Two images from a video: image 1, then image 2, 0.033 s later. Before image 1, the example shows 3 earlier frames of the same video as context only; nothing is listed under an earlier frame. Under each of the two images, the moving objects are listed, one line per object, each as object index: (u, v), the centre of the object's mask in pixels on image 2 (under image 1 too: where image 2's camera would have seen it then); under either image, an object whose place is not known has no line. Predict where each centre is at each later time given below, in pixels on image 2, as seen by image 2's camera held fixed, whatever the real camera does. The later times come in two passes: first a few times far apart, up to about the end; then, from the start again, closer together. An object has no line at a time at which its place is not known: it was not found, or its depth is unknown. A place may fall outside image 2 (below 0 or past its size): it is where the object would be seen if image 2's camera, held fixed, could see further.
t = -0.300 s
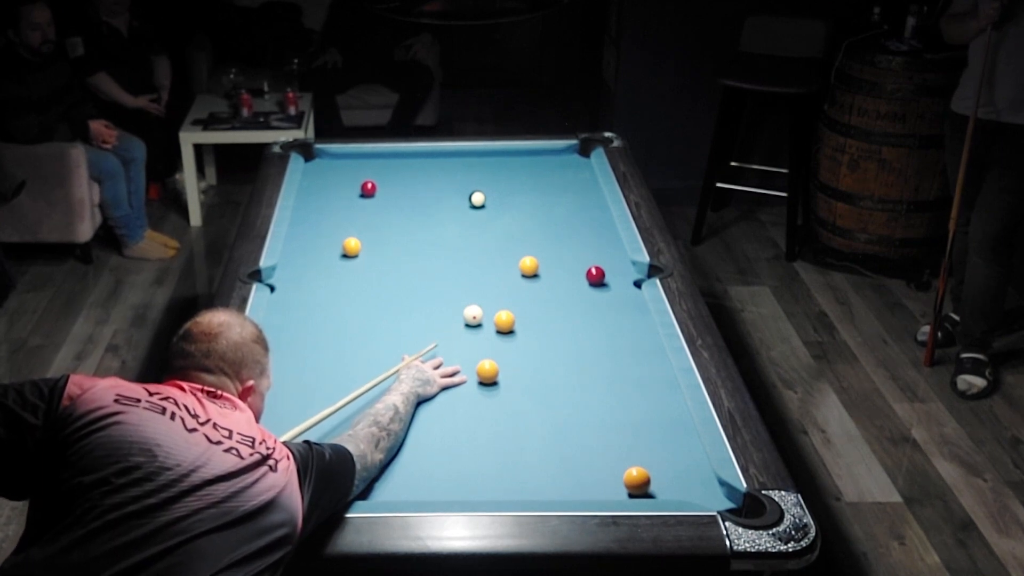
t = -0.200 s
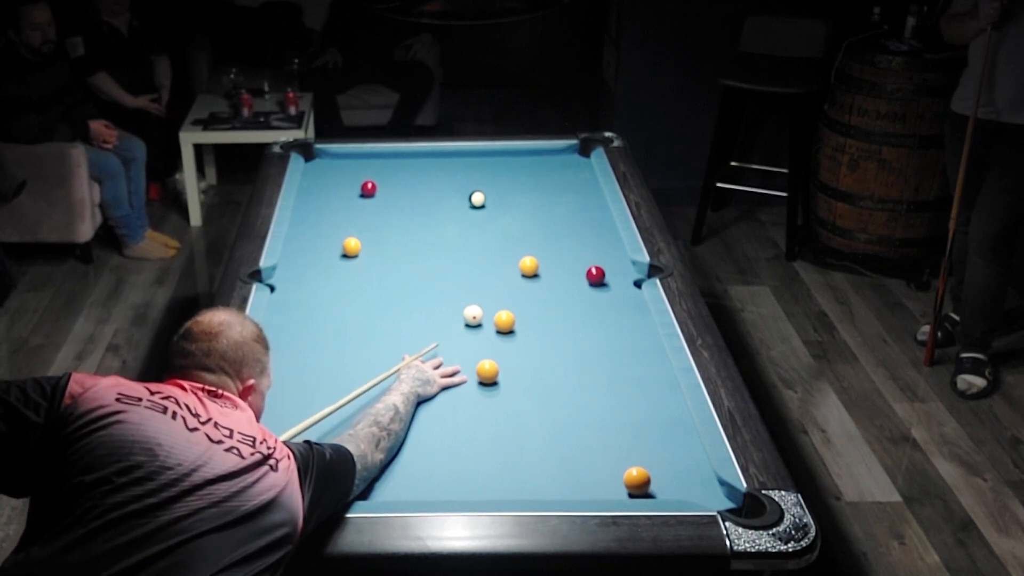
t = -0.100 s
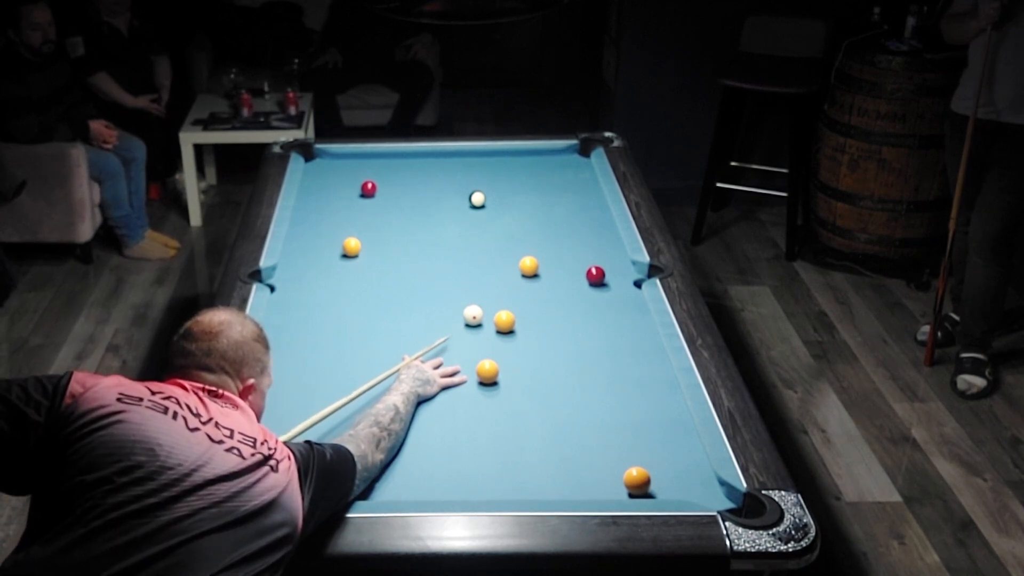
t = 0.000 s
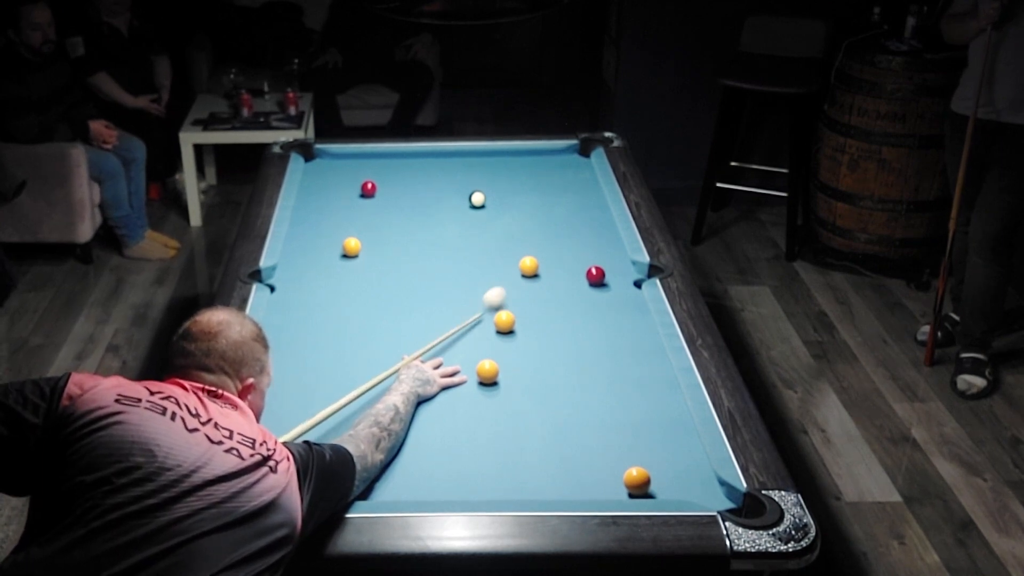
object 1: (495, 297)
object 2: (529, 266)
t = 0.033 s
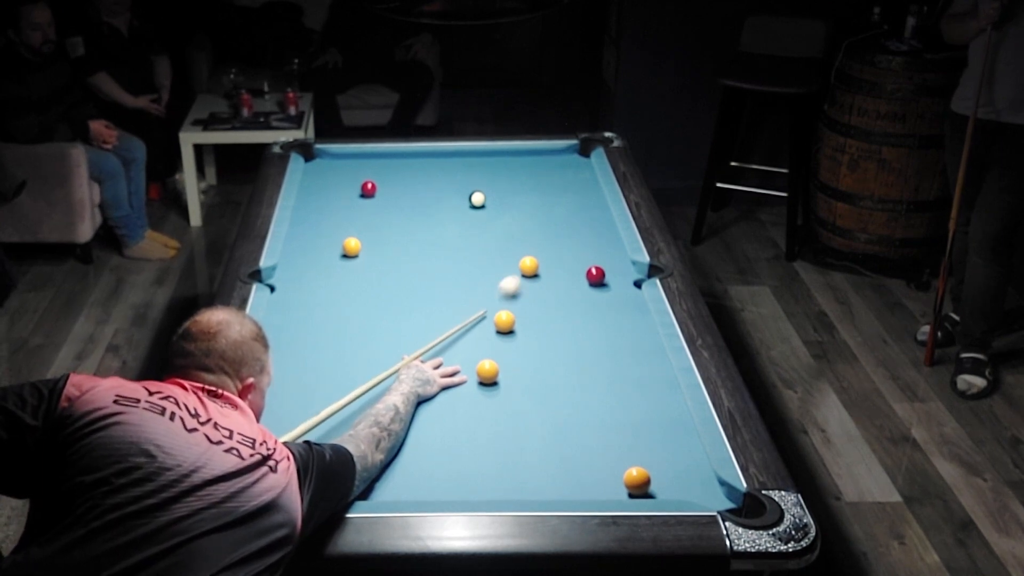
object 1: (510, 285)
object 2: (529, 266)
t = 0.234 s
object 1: (552, 284)
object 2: (548, 224)
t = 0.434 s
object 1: (579, 295)
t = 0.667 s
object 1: (612, 308)
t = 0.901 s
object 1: (643, 321)
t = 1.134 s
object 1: (630, 335)
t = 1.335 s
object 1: (620, 346)
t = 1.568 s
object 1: (607, 358)
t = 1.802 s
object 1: (596, 370)
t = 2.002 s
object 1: (586, 379)
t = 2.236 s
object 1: (576, 389)
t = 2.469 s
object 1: (567, 397)
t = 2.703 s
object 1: (559, 405)
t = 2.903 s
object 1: (553, 411)
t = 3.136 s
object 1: (548, 416)
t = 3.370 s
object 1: (543, 419)
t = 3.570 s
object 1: (541, 421)
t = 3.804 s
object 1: (538, 422)
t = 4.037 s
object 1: (538, 422)
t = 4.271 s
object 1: (538, 422)
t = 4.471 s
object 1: (538, 422)
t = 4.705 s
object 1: (538, 422)
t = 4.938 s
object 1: (538, 422)
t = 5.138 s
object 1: (538, 422)
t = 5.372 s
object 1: (538, 422)
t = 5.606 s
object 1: (538, 422)
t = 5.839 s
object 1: (538, 422)
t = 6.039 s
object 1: (538, 422)
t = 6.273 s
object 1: (538, 422)
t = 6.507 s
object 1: (538, 422)
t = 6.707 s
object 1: (538, 422)
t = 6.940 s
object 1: (538, 422)
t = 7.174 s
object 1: (538, 422)
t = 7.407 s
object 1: (538, 422)
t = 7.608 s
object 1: (538, 422)
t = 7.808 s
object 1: (538, 422)
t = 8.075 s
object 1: (538, 422)
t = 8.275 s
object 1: (538, 422)
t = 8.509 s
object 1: (538, 422)
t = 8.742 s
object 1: (538, 422)
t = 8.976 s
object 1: (538, 422)
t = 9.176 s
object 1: (538, 422)
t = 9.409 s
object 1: (538, 422)
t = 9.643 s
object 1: (538, 422)
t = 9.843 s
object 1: (538, 422)
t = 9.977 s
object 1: (538, 422)
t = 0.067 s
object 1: (523, 276)
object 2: (530, 263)
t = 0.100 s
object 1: (531, 276)
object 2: (533, 256)
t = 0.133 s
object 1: (537, 278)
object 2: (537, 247)
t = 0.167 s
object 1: (542, 280)
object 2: (541, 239)
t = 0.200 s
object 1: (546, 282)
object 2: (545, 231)
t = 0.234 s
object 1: (552, 284)
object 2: (548, 224)
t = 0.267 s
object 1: (556, 286)
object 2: (551, 218)
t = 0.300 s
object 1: (561, 287)
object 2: (554, 212)
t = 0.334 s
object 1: (566, 289)
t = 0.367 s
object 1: (570, 291)
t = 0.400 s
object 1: (575, 293)
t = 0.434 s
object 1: (579, 295)
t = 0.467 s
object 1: (584, 297)
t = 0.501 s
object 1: (589, 299)
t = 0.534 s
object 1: (593, 300)
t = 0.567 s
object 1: (598, 302)
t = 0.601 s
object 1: (602, 304)
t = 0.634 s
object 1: (607, 306)
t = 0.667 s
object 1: (612, 308)
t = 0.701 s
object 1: (616, 310)
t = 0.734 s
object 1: (621, 312)
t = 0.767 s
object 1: (626, 313)
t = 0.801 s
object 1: (630, 315)
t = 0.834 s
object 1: (634, 317)
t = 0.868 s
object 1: (639, 319)
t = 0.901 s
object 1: (643, 321)
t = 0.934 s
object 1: (641, 323)
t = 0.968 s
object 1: (639, 325)
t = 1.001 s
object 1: (637, 326)
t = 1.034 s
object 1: (635, 329)
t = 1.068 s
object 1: (634, 331)
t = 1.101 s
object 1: (632, 332)
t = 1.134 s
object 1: (630, 335)
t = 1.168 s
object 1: (629, 336)
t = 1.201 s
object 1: (627, 338)
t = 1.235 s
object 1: (625, 340)
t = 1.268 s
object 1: (623, 342)
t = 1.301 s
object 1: (621, 344)
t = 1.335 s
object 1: (620, 346)
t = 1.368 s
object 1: (618, 348)
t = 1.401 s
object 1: (616, 350)
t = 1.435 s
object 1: (614, 351)
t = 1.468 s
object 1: (613, 353)
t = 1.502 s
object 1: (611, 355)
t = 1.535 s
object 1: (609, 356)
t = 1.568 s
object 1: (607, 358)
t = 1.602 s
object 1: (605, 360)
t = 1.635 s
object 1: (604, 362)
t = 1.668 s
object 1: (602, 363)
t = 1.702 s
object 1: (601, 365)
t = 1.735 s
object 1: (599, 367)
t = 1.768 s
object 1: (597, 368)
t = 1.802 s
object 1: (596, 370)
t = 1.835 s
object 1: (594, 371)
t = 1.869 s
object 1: (592, 373)
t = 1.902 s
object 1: (591, 374)
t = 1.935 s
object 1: (589, 376)
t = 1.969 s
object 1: (588, 377)
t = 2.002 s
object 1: (586, 379)
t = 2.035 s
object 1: (585, 380)
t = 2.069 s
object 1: (584, 382)
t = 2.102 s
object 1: (582, 383)
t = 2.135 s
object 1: (581, 385)
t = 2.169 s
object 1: (579, 386)
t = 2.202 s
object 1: (578, 387)
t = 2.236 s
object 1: (576, 389)
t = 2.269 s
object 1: (575, 390)
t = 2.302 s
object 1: (574, 391)
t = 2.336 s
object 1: (572, 392)
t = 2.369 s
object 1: (571, 394)
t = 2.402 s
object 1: (570, 395)
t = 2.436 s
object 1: (569, 396)
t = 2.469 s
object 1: (567, 397)
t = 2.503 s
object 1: (566, 399)
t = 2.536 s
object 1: (565, 400)
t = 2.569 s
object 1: (564, 401)
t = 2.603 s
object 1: (563, 402)
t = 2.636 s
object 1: (561, 403)
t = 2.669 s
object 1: (560, 404)
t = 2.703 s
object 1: (559, 405)
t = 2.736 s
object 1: (558, 406)
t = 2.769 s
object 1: (557, 407)
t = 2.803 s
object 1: (556, 408)
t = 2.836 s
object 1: (555, 409)
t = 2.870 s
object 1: (554, 410)
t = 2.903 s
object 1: (553, 411)
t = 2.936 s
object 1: (552, 412)
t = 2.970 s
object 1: (552, 412)
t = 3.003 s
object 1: (551, 413)
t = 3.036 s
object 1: (550, 414)
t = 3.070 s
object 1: (549, 415)
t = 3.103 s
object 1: (549, 415)
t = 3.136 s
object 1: (548, 416)
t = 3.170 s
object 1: (547, 416)
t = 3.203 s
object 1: (546, 417)
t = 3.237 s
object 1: (546, 417)
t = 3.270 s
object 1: (545, 418)
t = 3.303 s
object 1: (545, 418)
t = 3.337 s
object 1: (544, 419)
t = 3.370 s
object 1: (543, 419)
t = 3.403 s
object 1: (543, 420)
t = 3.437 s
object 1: (542, 420)
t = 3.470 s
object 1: (542, 421)
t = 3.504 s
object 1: (541, 421)
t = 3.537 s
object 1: (541, 421)
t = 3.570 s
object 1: (541, 421)
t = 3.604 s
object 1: (540, 422)
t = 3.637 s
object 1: (540, 422)
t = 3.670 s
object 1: (540, 422)
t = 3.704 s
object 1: (539, 422)
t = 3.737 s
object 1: (539, 422)
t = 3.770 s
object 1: (538, 422)
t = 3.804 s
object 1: (538, 422)
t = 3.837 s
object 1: (538, 422)
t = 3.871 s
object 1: (538, 422)
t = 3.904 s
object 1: (538, 422)
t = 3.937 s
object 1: (538, 422)
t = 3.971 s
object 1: (538, 422)
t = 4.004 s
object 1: (538, 422)
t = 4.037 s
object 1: (538, 422)
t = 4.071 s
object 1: (538, 422)
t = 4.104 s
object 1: (538, 422)
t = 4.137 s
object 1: (538, 422)
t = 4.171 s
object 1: (538, 422)
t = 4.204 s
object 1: (538, 422)
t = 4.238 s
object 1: (538, 422)
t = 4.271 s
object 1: (538, 422)
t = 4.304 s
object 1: (538, 422)
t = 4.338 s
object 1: (538, 422)
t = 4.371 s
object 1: (538, 422)
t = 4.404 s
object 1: (538, 422)
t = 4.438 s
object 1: (538, 422)
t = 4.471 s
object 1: (538, 422)
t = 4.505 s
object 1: (538, 422)
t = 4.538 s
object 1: (538, 422)
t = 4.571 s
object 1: (538, 422)
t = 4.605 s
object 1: (538, 422)
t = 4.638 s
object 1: (538, 422)
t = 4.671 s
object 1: (538, 422)
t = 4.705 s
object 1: (538, 422)
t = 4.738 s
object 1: (538, 422)
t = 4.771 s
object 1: (538, 422)
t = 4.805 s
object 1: (538, 422)
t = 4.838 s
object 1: (538, 422)
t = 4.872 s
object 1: (538, 422)
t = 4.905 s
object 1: (538, 422)
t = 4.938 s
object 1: (538, 422)
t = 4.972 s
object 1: (538, 422)
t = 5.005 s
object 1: (538, 422)
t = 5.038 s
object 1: (538, 422)
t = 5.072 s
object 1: (538, 422)
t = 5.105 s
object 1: (538, 422)
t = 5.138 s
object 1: (538, 422)
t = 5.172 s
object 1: (538, 422)
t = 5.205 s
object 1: (538, 422)
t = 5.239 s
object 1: (538, 422)
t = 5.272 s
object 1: (538, 422)
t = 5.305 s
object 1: (538, 422)
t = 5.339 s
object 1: (538, 422)
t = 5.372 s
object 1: (538, 422)
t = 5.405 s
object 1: (538, 422)
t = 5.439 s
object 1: (538, 422)
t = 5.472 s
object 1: (538, 422)
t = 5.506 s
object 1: (538, 422)
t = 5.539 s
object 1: (538, 422)
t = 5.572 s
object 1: (538, 422)
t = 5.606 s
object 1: (538, 422)
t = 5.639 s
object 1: (538, 422)
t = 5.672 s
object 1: (538, 422)
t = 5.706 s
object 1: (538, 422)
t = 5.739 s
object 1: (538, 422)
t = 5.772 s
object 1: (538, 422)
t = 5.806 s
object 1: (538, 422)
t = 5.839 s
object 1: (538, 422)
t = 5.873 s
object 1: (538, 422)
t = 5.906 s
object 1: (538, 422)
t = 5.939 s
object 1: (538, 422)
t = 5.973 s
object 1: (538, 422)
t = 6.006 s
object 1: (538, 422)
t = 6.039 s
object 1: (538, 422)
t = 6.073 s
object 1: (538, 422)
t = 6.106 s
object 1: (538, 422)
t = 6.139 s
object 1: (538, 422)
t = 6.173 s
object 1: (538, 422)
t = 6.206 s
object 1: (538, 422)
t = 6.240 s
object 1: (538, 422)
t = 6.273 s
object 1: (538, 422)
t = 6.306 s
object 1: (538, 422)
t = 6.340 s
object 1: (538, 422)
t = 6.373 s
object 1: (538, 422)
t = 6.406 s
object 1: (538, 422)
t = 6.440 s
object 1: (538, 422)
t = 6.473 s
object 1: (538, 422)
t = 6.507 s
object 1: (538, 422)
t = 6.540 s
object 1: (538, 422)
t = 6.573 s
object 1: (538, 422)
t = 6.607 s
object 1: (538, 422)
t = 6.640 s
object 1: (538, 422)
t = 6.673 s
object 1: (538, 422)
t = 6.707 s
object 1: (538, 422)
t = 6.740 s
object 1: (538, 422)
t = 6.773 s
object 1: (538, 422)
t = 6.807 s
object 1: (538, 422)
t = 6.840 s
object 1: (538, 422)
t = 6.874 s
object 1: (538, 422)
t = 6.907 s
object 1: (538, 422)
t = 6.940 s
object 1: (538, 422)
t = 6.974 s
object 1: (538, 422)
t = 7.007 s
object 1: (538, 422)
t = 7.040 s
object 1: (538, 422)
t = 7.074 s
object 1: (538, 422)
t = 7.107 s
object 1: (538, 422)
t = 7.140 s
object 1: (538, 422)
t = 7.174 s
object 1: (538, 422)
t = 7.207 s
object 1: (538, 422)
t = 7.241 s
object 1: (538, 422)
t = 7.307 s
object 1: (538, 422)
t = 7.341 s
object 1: (538, 422)
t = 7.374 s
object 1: (538, 422)
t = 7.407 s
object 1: (538, 422)
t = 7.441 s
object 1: (538, 422)
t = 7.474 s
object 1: (538, 422)
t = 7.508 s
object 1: (538, 422)
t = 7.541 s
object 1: (538, 422)
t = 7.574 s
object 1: (538, 422)
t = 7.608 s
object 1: (538, 422)
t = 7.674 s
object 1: (538, 422)
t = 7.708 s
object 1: (538, 422)
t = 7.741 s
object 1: (538, 422)
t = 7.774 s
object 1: (538, 422)
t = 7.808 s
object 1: (538, 422)
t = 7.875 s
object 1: (538, 422)
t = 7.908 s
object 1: (538, 422)
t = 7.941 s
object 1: (538, 422)
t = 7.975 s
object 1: (538, 422)
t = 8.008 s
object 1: (538, 422)
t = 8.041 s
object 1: (538, 422)
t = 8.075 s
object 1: (538, 422)
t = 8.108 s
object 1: (538, 422)
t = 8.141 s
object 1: (538, 422)
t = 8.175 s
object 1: (538, 422)
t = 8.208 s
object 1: (538, 422)
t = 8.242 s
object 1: (538, 422)
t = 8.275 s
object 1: (538, 422)
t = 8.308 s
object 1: (538, 422)
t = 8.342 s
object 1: (538, 422)
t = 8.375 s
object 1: (538, 422)
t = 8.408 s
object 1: (538, 422)
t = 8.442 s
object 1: (538, 422)
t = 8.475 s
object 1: (538, 422)
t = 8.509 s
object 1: (538, 422)
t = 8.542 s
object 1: (538, 422)
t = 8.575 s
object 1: (538, 422)
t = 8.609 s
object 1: (538, 422)
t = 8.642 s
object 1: (538, 422)
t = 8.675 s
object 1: (538, 422)
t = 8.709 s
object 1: (538, 422)
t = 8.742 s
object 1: (538, 422)
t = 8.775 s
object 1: (538, 422)
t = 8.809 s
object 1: (538, 422)
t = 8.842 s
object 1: (538, 422)
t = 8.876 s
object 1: (538, 422)
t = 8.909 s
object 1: (538, 422)
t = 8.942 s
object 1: (538, 422)
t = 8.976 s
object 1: (538, 422)
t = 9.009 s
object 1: (538, 422)
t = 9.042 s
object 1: (538, 422)
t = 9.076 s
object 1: (538, 422)
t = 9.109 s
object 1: (538, 422)
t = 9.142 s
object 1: (538, 422)
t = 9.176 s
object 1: (538, 422)
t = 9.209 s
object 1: (538, 422)
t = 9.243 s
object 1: (538, 422)
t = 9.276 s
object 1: (538, 422)
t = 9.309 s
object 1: (538, 422)
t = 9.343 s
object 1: (538, 422)
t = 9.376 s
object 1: (538, 422)
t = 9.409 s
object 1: (538, 422)
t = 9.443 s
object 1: (538, 422)
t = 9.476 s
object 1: (538, 422)
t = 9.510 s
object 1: (538, 422)
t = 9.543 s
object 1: (538, 422)
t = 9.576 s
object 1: (538, 422)
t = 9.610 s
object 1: (538, 422)
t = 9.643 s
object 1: (538, 422)
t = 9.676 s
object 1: (538, 422)
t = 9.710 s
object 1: (538, 422)
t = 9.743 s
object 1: (538, 422)
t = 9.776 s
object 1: (538, 422)
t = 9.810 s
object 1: (538, 422)
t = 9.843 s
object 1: (538, 422)
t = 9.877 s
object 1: (538, 422)
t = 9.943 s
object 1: (538, 422)
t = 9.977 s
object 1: (538, 422)
